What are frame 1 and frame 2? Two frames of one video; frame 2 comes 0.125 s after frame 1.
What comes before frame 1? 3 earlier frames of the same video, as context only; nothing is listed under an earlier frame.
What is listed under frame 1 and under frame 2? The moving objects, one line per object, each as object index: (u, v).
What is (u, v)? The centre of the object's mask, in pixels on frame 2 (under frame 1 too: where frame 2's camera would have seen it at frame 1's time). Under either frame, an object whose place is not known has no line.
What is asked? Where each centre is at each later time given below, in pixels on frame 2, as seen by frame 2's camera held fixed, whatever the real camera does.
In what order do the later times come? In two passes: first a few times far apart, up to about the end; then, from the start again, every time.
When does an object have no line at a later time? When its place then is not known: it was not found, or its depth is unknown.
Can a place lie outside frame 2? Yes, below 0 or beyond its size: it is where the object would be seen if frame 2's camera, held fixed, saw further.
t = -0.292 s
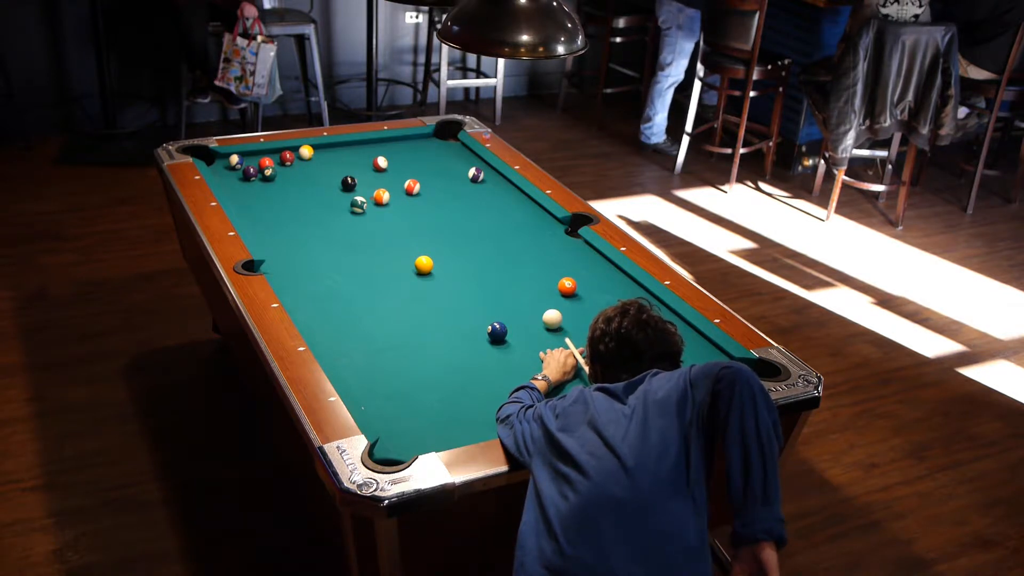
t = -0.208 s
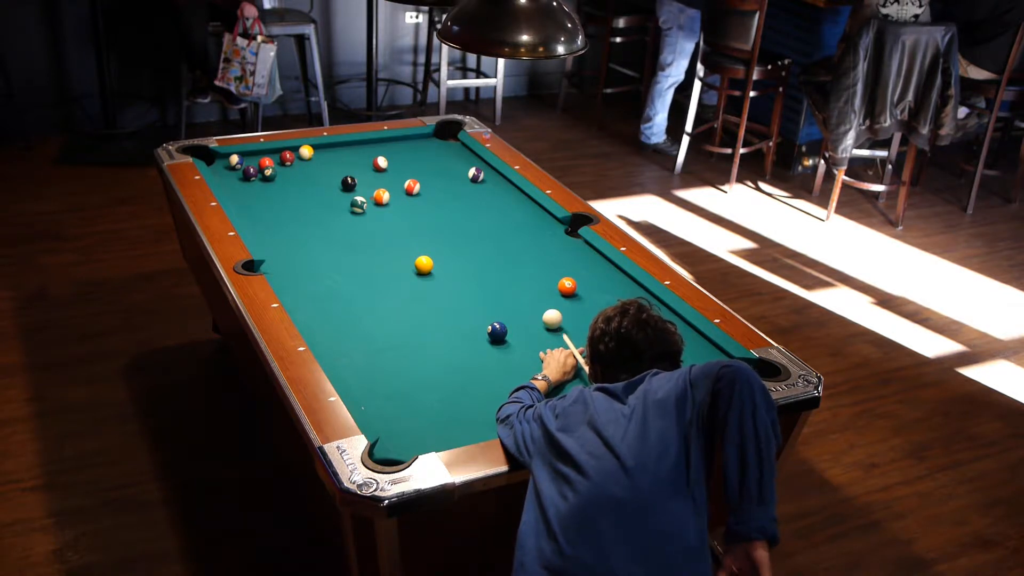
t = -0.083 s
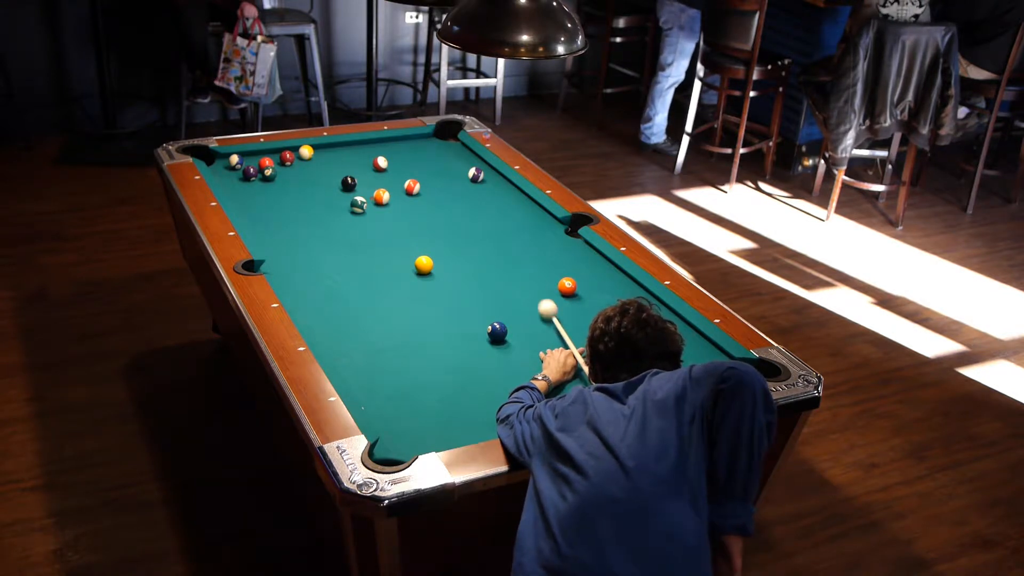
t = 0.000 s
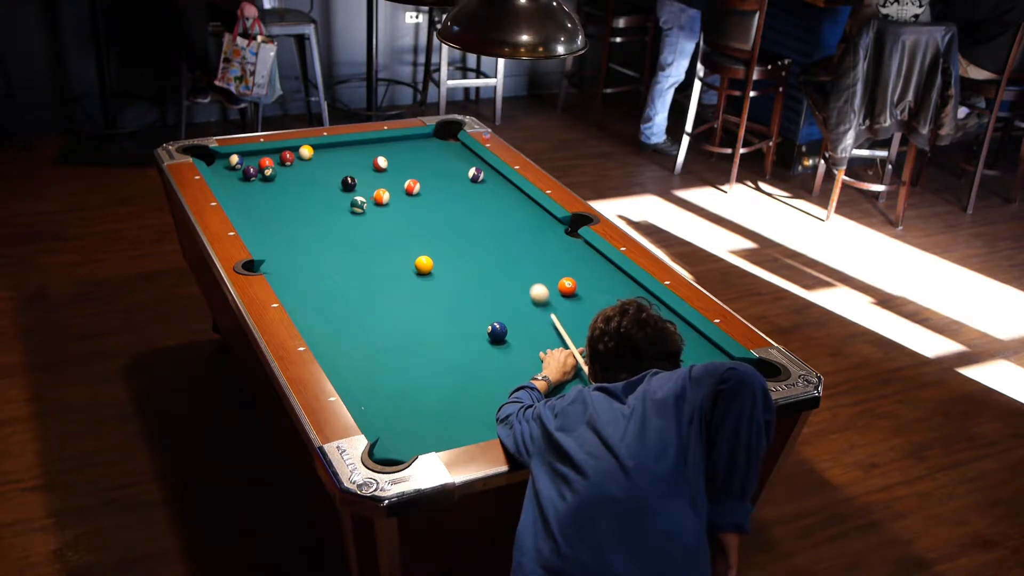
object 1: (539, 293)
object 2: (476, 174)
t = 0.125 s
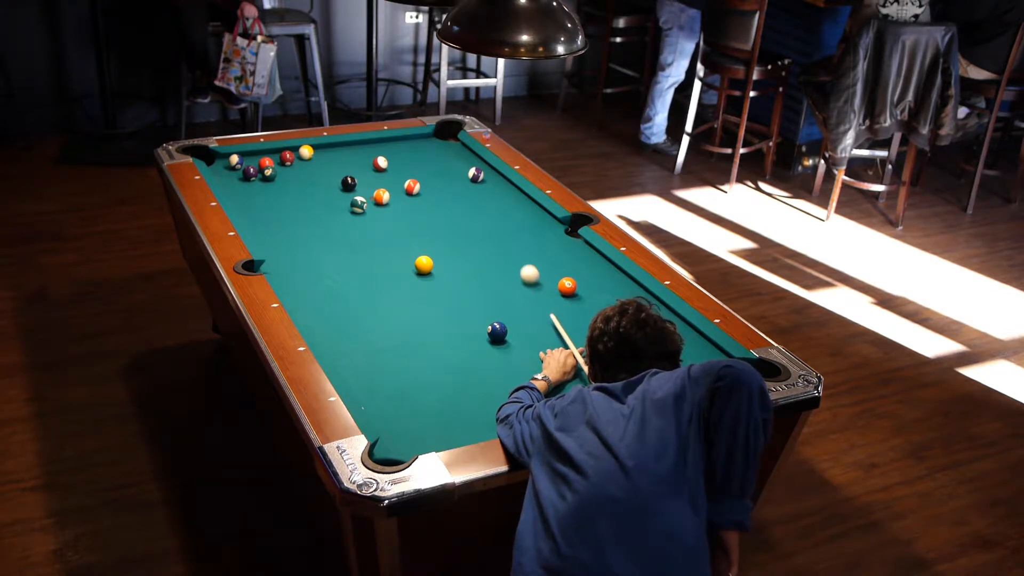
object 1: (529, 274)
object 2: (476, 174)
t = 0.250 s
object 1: (521, 257)
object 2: (476, 174)
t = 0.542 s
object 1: (502, 221)
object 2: (476, 174)
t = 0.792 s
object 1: (488, 194)
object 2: (476, 174)
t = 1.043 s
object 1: (483, 178)
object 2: (469, 168)
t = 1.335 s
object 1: (487, 172)
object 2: (455, 153)
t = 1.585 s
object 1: (486, 168)
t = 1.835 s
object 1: (480, 166)
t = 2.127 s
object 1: (474, 164)
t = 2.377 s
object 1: (470, 163)
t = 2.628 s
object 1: (467, 162)
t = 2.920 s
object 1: (466, 162)
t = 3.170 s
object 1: (465, 162)
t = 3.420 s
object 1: (464, 162)
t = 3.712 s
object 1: (464, 162)
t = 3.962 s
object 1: (464, 162)
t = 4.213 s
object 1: (464, 162)
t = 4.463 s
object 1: (464, 162)
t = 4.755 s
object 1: (464, 162)
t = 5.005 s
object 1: (464, 162)
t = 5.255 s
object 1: (464, 162)
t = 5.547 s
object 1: (464, 162)
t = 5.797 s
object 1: (464, 162)
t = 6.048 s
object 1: (464, 162)
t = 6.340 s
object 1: (464, 162)
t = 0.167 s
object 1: (527, 268)
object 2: (476, 174)
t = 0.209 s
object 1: (524, 262)
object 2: (476, 174)
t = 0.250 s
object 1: (521, 257)
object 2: (476, 174)
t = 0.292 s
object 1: (518, 251)
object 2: (476, 174)
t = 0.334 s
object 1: (515, 246)
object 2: (476, 174)
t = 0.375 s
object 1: (512, 240)
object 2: (476, 174)
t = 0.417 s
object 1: (510, 235)
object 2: (476, 174)
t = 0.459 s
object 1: (507, 230)
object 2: (476, 174)
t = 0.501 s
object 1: (504, 225)
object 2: (476, 174)
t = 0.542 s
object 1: (502, 221)
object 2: (476, 174)
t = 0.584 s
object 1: (500, 216)
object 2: (476, 174)
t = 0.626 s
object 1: (497, 211)
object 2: (476, 174)
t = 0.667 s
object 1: (495, 207)
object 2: (476, 174)
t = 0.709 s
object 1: (493, 203)
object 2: (476, 174)
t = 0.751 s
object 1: (490, 198)
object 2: (476, 174)
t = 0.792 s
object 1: (488, 194)
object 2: (476, 174)
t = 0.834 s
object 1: (486, 190)
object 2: (476, 174)
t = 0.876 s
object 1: (484, 186)
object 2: (475, 174)
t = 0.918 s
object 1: (482, 182)
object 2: (474, 173)
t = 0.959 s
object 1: (481, 180)
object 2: (473, 172)
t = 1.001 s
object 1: (483, 179)
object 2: (471, 170)
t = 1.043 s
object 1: (483, 178)
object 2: (469, 168)
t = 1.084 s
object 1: (484, 177)
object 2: (467, 165)
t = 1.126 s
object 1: (484, 176)
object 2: (465, 163)
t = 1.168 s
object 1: (485, 176)
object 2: (463, 161)
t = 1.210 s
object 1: (485, 175)
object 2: (461, 159)
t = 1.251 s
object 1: (486, 174)
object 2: (459, 157)
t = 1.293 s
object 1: (486, 173)
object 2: (457, 155)
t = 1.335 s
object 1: (487, 172)
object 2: (455, 153)
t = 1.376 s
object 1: (487, 171)
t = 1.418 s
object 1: (488, 170)
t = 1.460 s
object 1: (488, 169)
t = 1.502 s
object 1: (488, 169)
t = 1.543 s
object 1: (487, 168)
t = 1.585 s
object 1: (486, 168)
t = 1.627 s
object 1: (485, 168)
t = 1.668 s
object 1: (484, 167)
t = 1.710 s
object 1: (483, 167)
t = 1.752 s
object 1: (482, 167)
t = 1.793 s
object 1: (481, 166)
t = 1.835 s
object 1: (480, 166)
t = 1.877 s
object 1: (479, 166)
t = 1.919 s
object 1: (478, 165)
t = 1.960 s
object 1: (477, 165)
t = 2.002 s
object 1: (476, 165)
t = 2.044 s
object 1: (476, 165)
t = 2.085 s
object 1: (475, 165)
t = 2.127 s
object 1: (474, 164)
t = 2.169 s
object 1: (473, 164)
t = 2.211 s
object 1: (473, 164)
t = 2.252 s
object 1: (472, 164)
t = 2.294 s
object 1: (471, 163)
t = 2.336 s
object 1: (471, 163)
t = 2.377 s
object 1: (470, 163)
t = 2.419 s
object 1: (469, 163)
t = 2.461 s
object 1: (469, 163)
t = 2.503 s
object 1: (468, 163)
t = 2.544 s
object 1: (468, 163)
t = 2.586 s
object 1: (468, 162)
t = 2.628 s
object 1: (467, 162)
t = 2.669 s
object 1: (467, 162)
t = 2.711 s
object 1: (467, 162)
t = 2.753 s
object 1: (466, 162)
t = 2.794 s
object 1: (466, 162)
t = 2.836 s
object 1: (466, 162)
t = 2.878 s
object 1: (466, 162)
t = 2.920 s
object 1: (466, 162)
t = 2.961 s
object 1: (465, 162)
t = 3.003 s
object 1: (465, 162)
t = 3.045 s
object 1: (465, 162)
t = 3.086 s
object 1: (465, 162)
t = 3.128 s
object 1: (465, 162)
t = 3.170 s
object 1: (465, 162)
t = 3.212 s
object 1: (465, 162)
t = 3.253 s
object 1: (465, 162)
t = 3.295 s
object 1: (464, 162)
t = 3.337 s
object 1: (464, 162)
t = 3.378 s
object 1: (464, 162)
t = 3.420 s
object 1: (464, 162)
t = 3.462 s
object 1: (464, 162)
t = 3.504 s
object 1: (464, 162)
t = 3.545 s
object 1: (464, 162)
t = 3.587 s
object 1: (464, 162)
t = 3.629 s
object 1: (464, 162)
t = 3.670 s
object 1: (464, 162)
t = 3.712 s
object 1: (464, 162)
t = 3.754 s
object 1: (464, 162)
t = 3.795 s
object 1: (464, 162)
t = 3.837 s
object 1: (464, 162)
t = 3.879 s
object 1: (464, 162)
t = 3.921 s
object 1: (464, 162)
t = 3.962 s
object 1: (464, 162)
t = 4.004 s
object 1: (464, 162)
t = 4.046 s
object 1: (464, 162)
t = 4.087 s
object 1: (464, 162)
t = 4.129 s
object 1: (464, 162)
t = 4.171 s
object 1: (464, 162)
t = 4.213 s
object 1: (464, 162)
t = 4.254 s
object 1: (464, 162)
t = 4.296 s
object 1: (464, 162)
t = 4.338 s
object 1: (464, 162)
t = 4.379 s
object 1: (464, 162)
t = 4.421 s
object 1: (464, 162)
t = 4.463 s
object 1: (464, 162)
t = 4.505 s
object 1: (464, 162)
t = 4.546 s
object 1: (464, 162)
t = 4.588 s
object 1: (464, 162)
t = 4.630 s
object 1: (464, 162)
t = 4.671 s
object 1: (464, 162)
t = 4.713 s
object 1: (464, 162)
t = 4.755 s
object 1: (464, 162)
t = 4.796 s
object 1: (464, 162)
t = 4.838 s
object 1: (464, 162)
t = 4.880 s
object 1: (464, 162)
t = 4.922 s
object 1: (464, 162)
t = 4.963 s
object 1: (464, 162)
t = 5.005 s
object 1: (464, 162)
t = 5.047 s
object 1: (464, 162)
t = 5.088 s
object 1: (464, 162)
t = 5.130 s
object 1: (464, 162)
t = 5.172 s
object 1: (464, 162)
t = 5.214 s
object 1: (464, 162)
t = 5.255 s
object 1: (464, 162)
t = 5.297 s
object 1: (464, 162)
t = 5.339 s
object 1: (464, 162)
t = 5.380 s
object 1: (464, 162)
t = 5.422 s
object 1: (464, 162)
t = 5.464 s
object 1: (464, 162)
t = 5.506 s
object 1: (464, 162)
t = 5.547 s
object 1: (464, 162)
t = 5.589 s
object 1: (464, 162)
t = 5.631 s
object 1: (464, 162)
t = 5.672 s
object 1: (464, 162)
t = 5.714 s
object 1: (464, 162)
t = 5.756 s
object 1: (464, 162)
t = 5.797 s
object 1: (464, 162)
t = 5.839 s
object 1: (464, 162)
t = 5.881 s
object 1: (464, 162)
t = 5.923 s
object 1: (464, 162)
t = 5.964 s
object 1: (464, 162)
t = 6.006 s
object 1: (464, 162)
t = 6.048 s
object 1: (464, 162)
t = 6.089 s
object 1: (464, 162)
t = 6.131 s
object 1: (464, 162)
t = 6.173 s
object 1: (464, 162)
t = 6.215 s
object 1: (464, 162)
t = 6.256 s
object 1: (464, 162)
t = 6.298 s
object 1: (464, 162)
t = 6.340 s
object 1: (464, 162)
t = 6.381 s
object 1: (464, 162)
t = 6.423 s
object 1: (464, 162)
